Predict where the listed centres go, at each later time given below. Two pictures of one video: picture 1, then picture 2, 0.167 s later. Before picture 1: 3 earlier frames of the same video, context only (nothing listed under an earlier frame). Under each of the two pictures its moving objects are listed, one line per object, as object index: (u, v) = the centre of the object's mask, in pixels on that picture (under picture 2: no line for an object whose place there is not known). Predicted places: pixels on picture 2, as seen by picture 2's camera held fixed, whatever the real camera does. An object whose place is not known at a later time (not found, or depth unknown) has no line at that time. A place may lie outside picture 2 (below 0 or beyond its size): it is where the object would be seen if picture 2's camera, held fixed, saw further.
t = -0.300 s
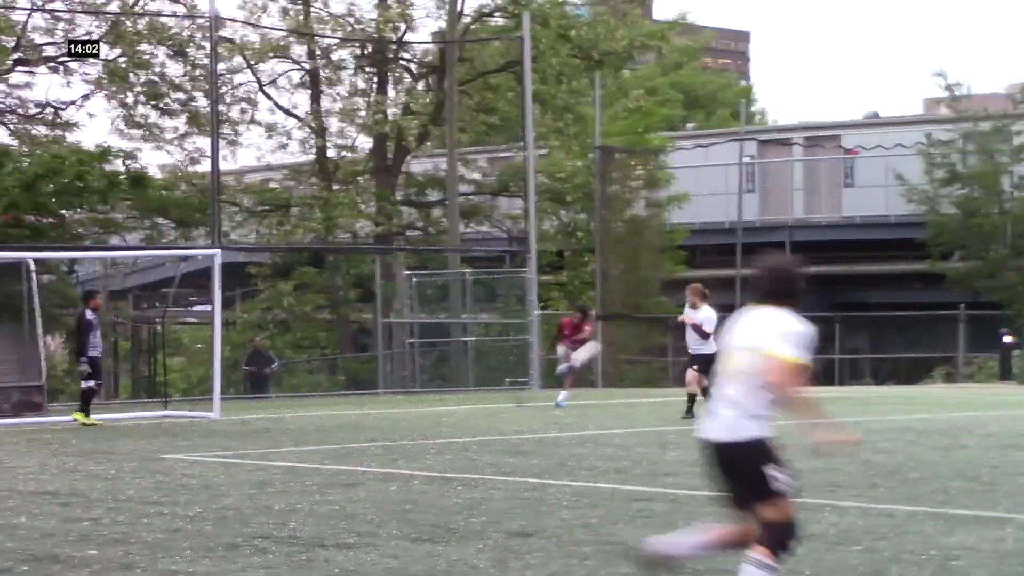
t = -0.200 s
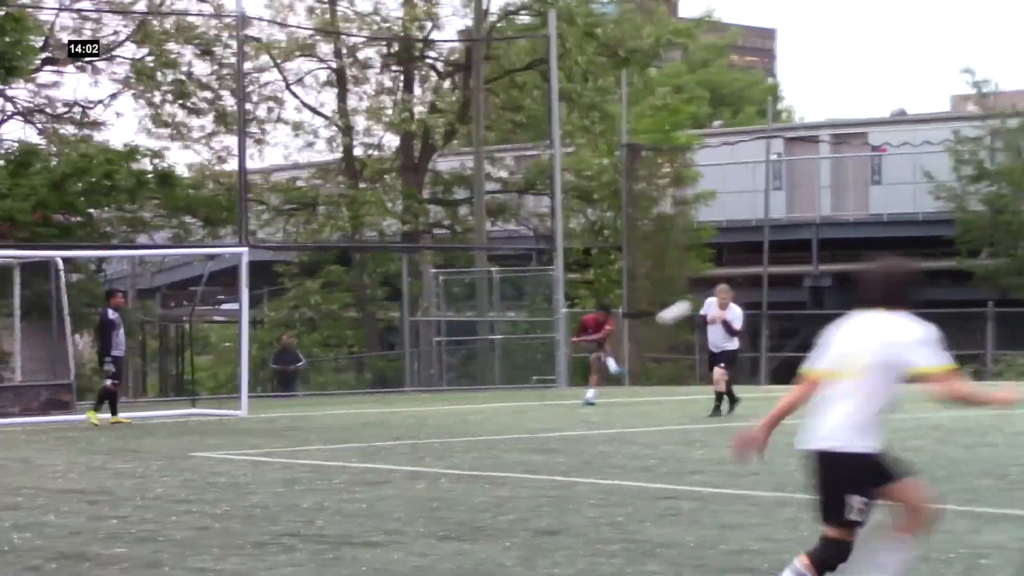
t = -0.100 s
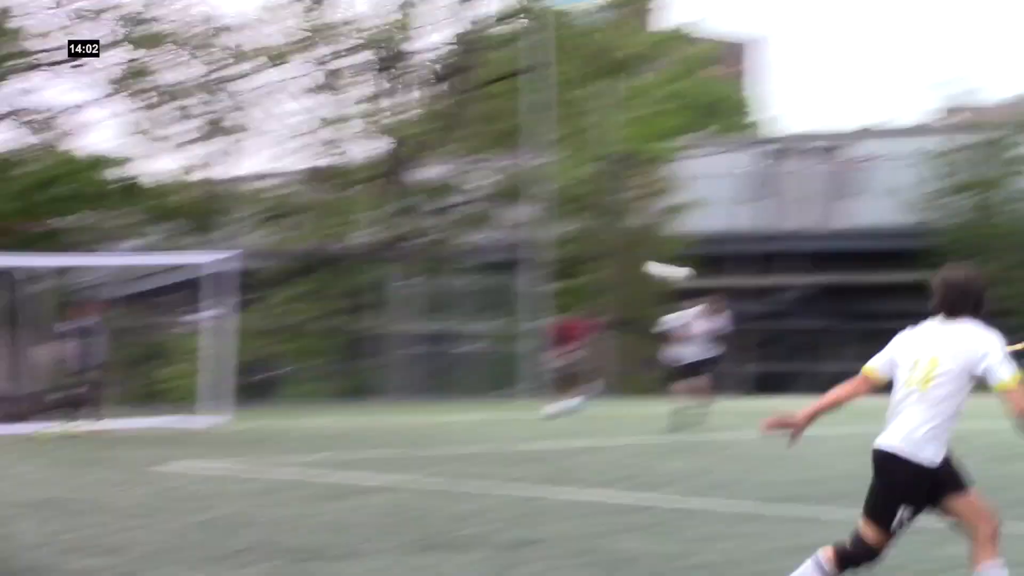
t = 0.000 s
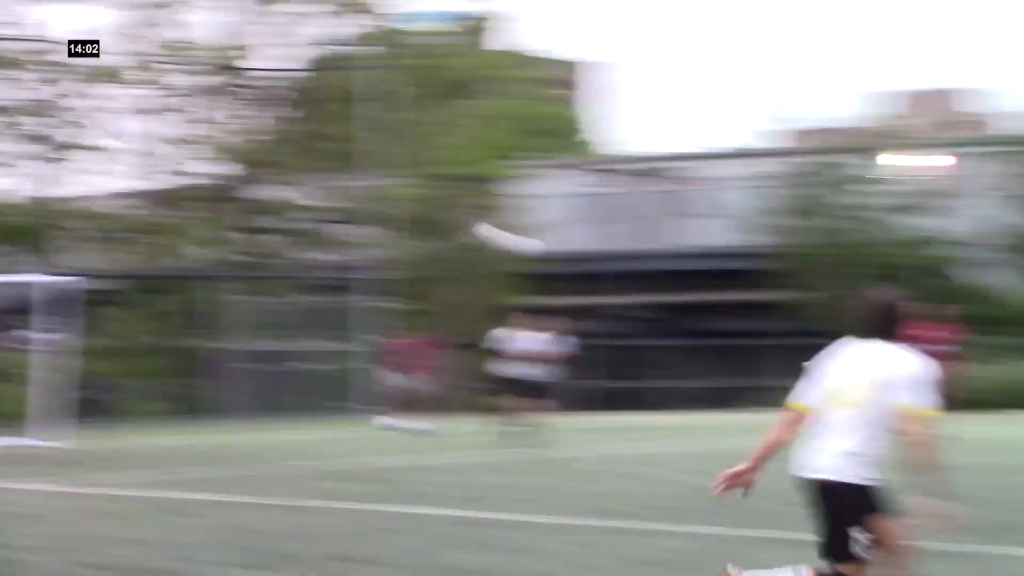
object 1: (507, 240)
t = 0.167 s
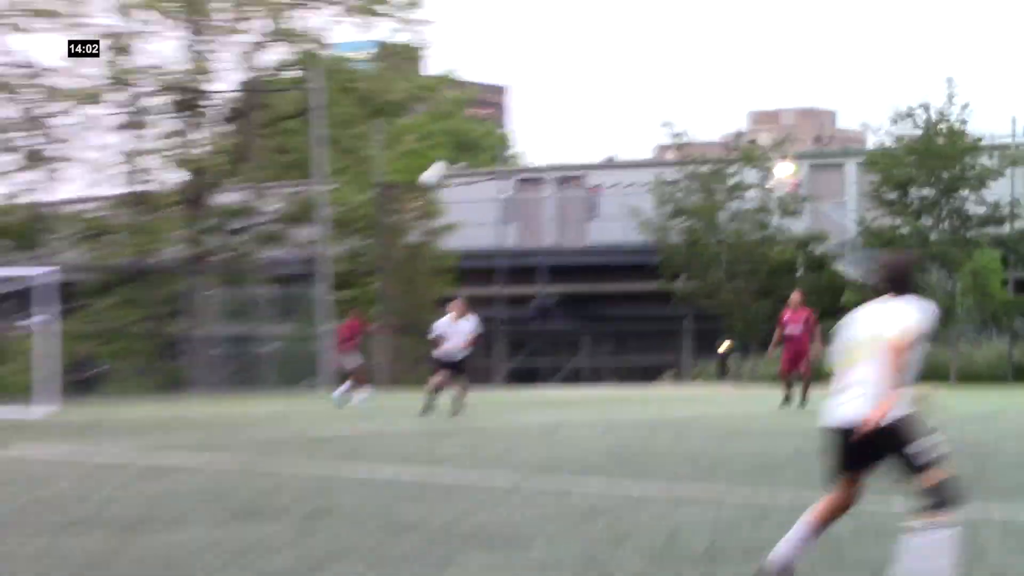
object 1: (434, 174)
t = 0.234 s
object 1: (441, 155)
